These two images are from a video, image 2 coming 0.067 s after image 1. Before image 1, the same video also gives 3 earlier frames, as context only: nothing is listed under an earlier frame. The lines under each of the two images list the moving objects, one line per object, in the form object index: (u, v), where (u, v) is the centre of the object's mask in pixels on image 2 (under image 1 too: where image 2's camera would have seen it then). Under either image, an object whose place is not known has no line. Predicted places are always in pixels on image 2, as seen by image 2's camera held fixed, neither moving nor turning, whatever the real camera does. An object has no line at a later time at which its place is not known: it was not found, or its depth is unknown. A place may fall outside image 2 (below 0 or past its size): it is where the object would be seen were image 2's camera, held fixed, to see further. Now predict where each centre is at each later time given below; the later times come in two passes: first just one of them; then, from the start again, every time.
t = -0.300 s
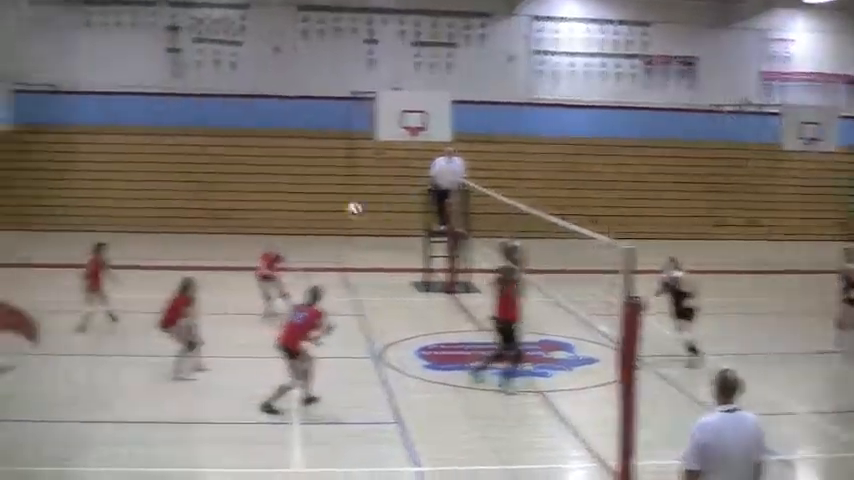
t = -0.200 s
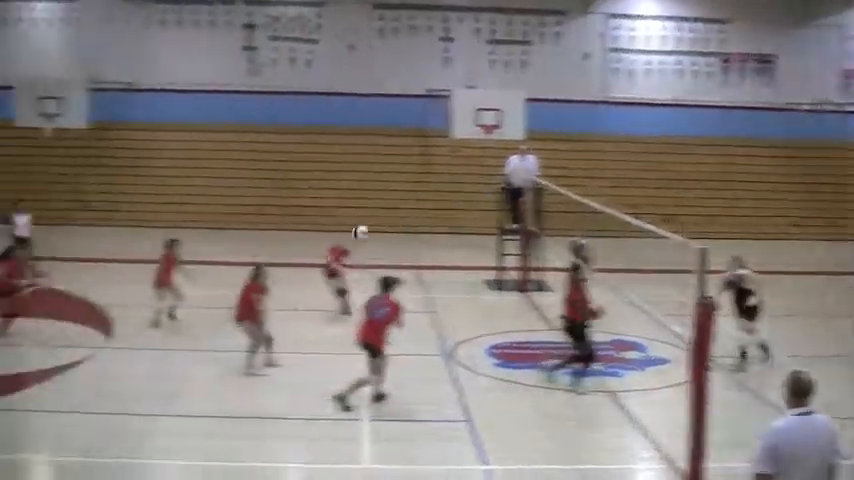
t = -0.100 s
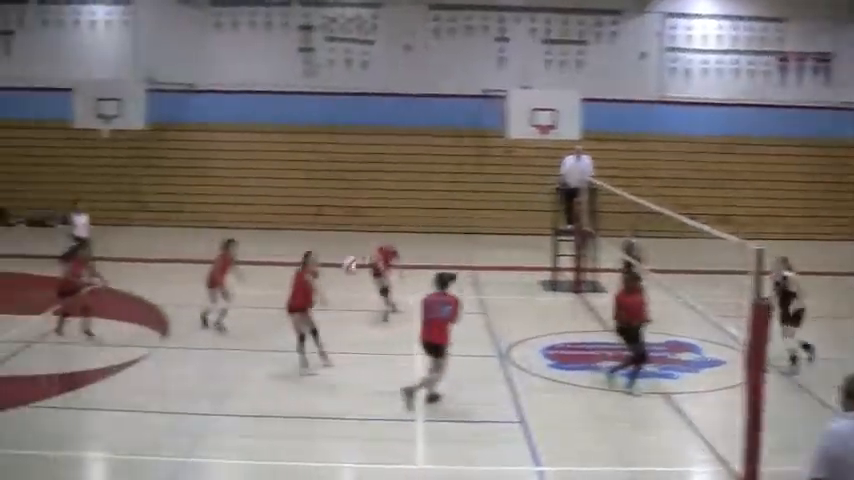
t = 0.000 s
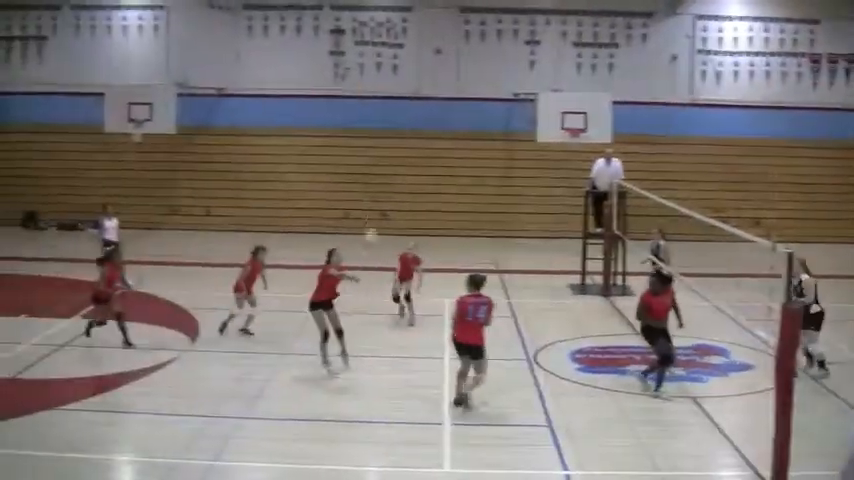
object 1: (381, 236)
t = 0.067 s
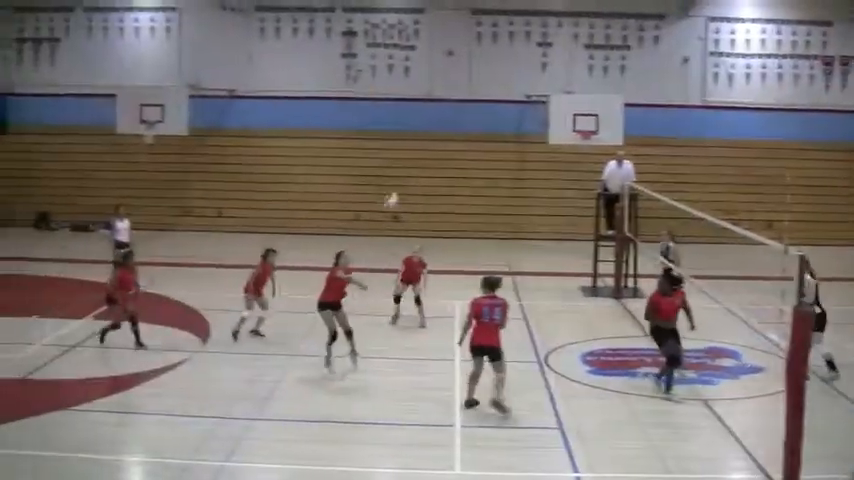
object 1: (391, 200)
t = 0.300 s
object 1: (420, 101)
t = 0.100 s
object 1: (396, 184)
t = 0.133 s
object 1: (403, 167)
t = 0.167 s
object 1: (405, 151)
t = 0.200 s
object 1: (410, 139)
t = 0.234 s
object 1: (415, 125)
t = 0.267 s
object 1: (419, 113)
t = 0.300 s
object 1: (420, 101)
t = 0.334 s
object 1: (423, 91)
